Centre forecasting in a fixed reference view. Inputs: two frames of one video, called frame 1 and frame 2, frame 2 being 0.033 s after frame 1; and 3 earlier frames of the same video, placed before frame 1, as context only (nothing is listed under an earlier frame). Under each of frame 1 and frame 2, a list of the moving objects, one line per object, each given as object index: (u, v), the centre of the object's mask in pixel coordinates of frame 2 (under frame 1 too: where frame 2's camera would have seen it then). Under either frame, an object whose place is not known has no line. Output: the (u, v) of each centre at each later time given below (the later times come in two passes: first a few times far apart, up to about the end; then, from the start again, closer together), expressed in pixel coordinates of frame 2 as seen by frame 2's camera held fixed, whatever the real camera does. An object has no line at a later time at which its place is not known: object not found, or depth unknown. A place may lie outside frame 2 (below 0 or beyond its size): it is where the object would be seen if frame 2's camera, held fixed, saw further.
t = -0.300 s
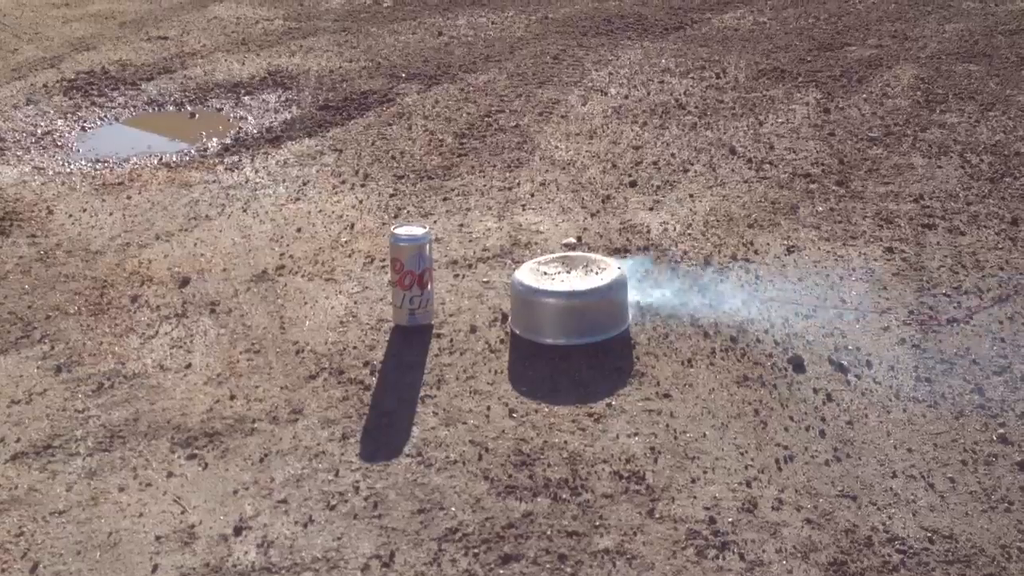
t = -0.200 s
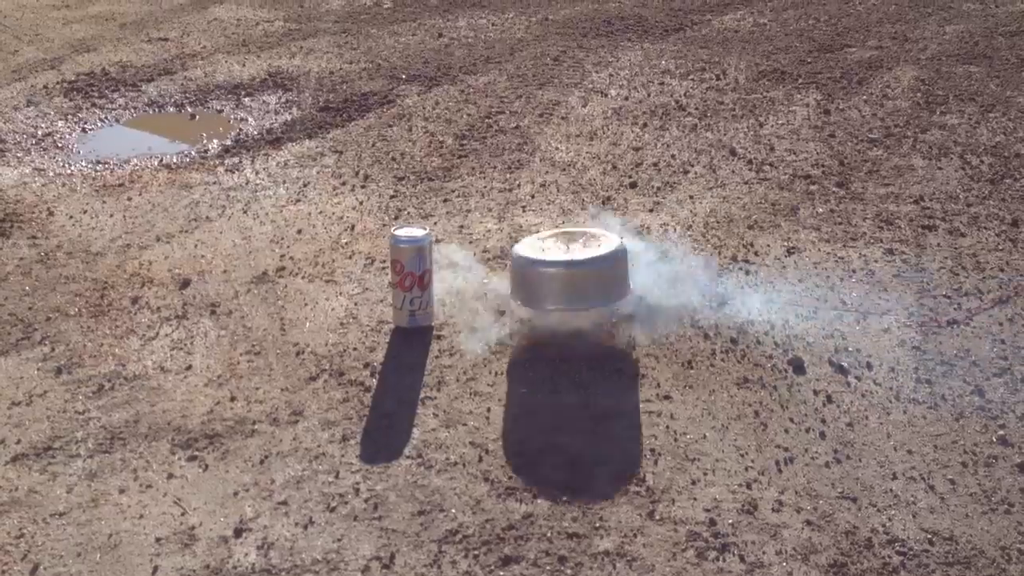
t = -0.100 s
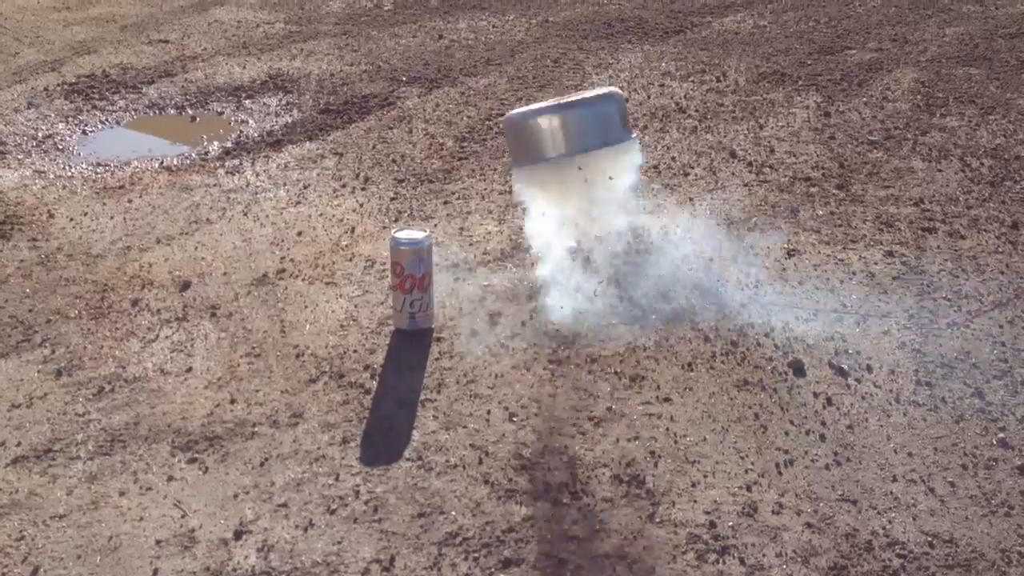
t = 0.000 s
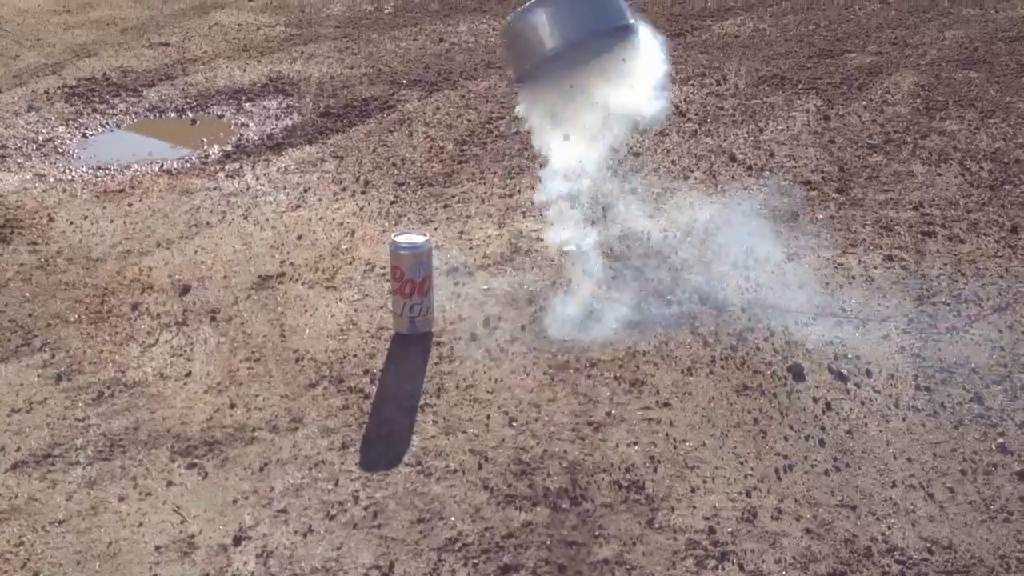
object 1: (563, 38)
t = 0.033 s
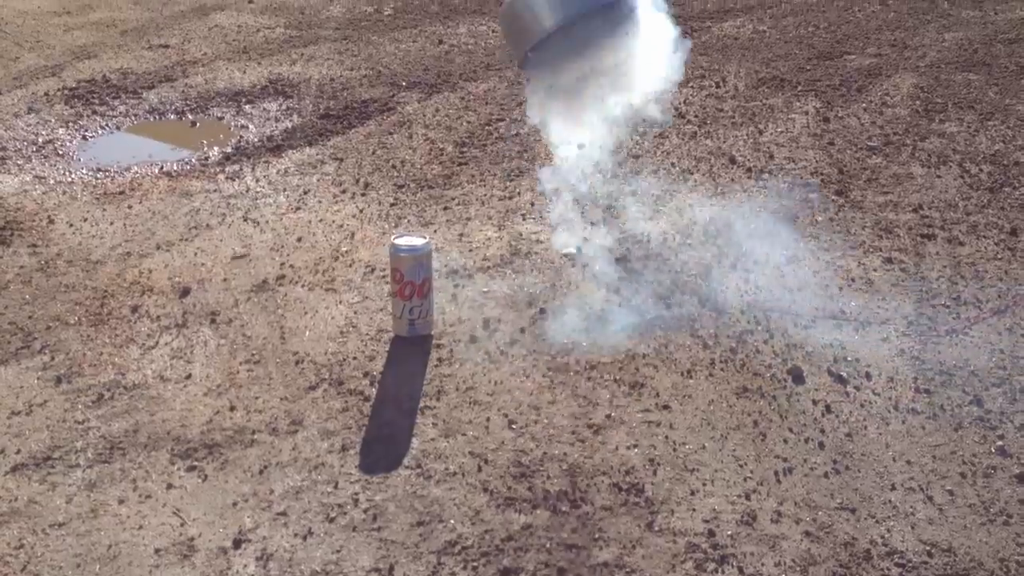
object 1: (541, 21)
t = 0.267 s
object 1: (559, 96)
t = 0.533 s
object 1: (569, 289)
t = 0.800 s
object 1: (557, 284)
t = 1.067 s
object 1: (505, 295)
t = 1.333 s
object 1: (499, 296)
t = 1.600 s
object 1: (499, 296)
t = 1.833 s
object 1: (499, 297)
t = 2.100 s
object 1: (499, 297)
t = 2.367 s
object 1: (499, 296)
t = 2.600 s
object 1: (499, 296)
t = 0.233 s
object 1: (552, 62)
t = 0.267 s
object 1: (559, 96)
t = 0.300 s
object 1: (568, 127)
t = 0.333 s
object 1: (571, 173)
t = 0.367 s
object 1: (572, 229)
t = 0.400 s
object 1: (574, 288)
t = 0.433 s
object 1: (572, 283)
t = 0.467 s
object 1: (571, 281)
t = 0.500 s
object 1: (571, 286)
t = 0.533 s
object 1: (569, 289)
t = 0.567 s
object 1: (569, 289)
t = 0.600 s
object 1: (567, 289)
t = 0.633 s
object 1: (567, 288)
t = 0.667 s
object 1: (566, 287)
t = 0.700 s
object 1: (564, 286)
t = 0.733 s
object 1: (563, 285)
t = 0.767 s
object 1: (560, 284)
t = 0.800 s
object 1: (557, 284)
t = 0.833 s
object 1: (553, 283)
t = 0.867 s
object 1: (547, 283)
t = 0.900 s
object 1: (540, 282)
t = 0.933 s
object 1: (532, 285)
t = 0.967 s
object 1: (524, 293)
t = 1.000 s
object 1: (517, 297)
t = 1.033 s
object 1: (511, 294)
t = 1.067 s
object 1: (505, 295)
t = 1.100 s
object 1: (500, 296)
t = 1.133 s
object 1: (499, 296)
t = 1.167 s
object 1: (498, 295)
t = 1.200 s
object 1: (498, 295)
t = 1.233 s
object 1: (499, 296)
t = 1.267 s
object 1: (499, 296)
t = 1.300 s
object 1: (499, 296)
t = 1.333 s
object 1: (499, 296)
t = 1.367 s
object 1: (499, 296)
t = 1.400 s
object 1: (499, 296)
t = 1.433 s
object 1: (499, 296)
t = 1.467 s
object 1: (499, 296)
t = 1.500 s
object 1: (499, 296)
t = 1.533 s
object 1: (500, 296)
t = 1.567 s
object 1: (499, 296)
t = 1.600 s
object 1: (499, 296)
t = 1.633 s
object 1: (499, 296)
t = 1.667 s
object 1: (499, 296)
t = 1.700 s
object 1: (500, 297)
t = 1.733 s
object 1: (500, 297)
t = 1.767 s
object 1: (500, 297)
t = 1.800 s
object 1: (499, 296)
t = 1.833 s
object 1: (499, 297)
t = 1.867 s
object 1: (499, 296)
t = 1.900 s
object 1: (499, 296)
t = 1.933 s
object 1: (499, 296)
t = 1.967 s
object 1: (499, 296)
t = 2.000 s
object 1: (499, 296)
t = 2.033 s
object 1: (499, 296)
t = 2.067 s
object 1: (499, 296)
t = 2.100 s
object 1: (499, 297)
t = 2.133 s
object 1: (499, 296)
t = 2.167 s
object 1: (499, 296)
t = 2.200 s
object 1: (499, 296)
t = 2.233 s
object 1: (499, 296)
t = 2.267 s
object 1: (500, 296)
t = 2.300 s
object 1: (500, 296)
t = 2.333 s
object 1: (499, 296)
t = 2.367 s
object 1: (499, 296)
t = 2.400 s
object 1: (499, 296)
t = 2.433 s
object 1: (499, 296)
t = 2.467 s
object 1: (500, 296)
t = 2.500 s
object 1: (499, 296)
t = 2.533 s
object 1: (499, 296)
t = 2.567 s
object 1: (499, 296)
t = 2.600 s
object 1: (499, 296)
